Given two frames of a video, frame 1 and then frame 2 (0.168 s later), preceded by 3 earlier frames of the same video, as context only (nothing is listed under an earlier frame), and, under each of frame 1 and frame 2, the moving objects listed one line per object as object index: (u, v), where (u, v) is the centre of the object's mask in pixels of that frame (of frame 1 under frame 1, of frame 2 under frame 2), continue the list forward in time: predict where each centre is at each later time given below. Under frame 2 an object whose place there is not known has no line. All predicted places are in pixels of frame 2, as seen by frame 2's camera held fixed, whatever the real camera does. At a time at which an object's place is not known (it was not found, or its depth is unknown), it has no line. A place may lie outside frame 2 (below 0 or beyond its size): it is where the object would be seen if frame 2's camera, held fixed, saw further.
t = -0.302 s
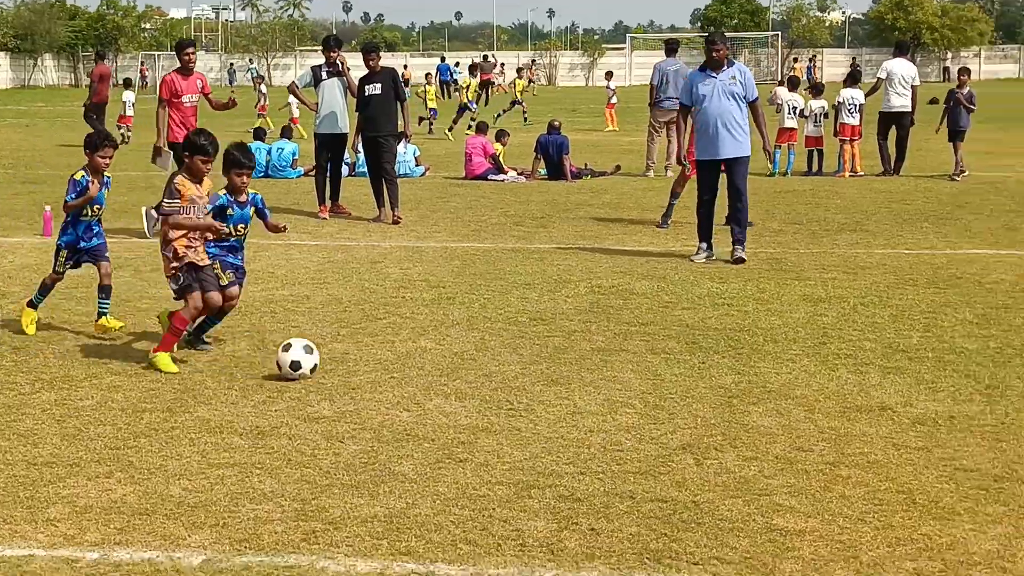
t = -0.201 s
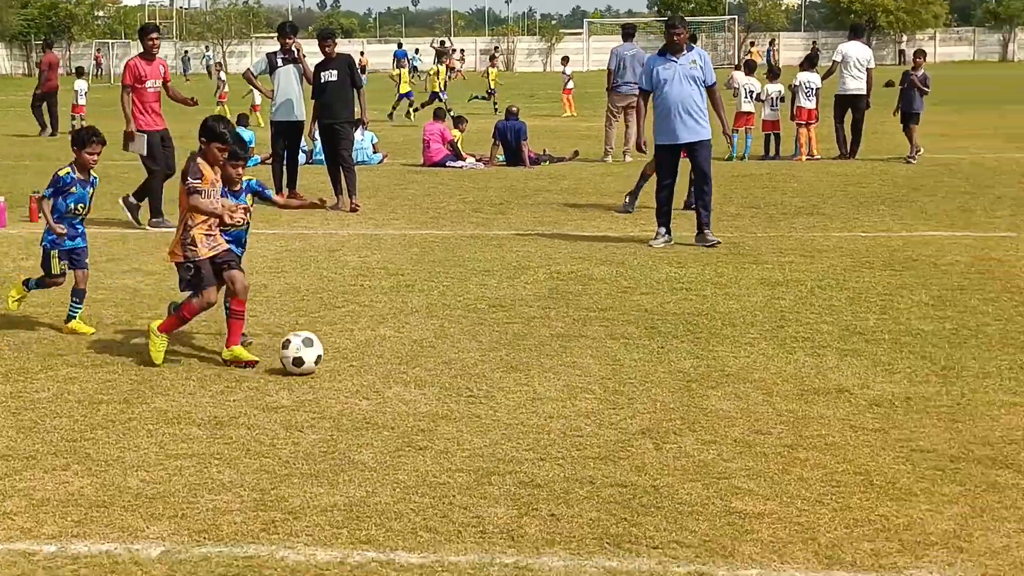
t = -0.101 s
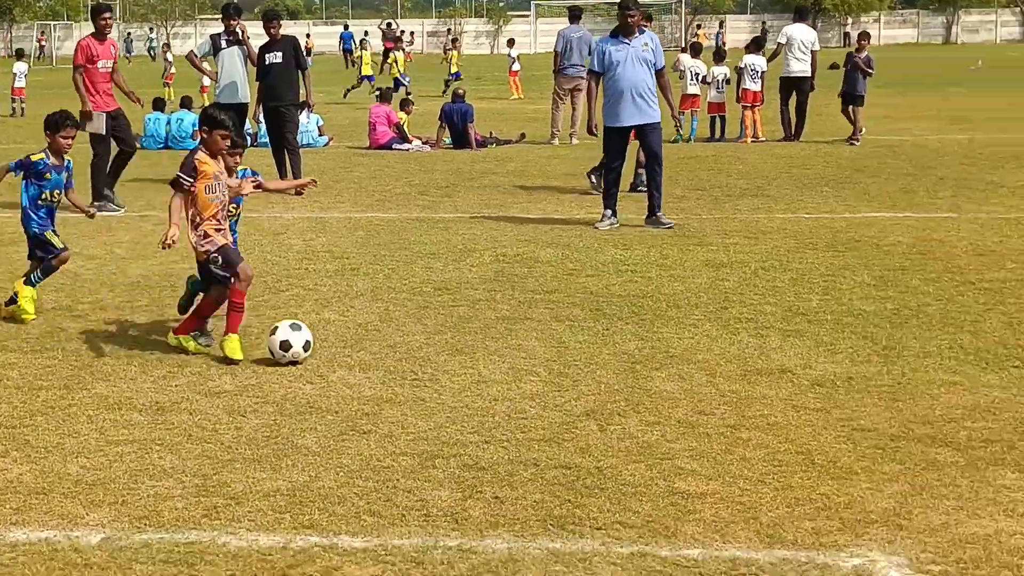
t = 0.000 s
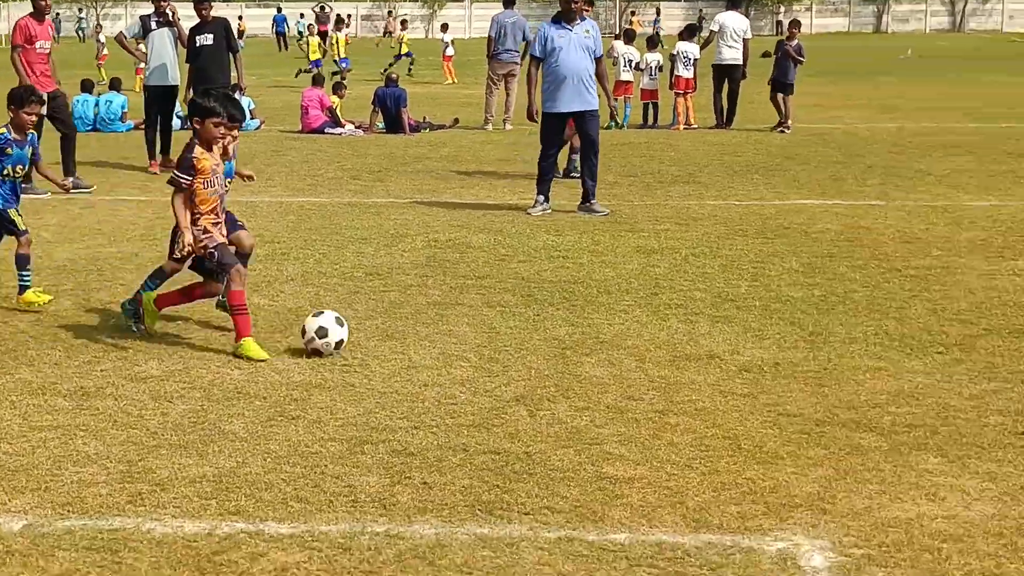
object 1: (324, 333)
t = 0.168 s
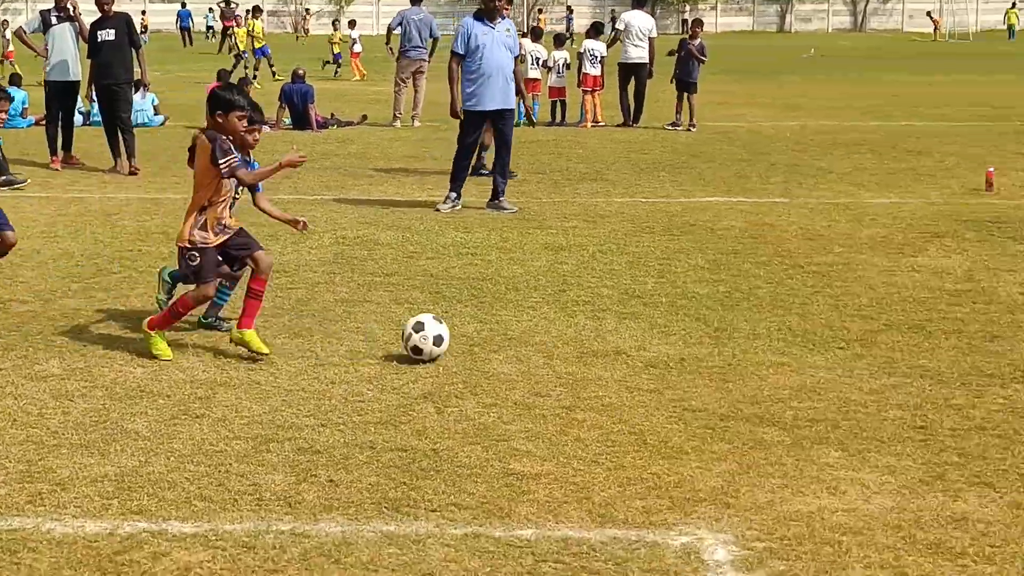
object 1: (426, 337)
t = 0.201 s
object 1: (461, 341)
